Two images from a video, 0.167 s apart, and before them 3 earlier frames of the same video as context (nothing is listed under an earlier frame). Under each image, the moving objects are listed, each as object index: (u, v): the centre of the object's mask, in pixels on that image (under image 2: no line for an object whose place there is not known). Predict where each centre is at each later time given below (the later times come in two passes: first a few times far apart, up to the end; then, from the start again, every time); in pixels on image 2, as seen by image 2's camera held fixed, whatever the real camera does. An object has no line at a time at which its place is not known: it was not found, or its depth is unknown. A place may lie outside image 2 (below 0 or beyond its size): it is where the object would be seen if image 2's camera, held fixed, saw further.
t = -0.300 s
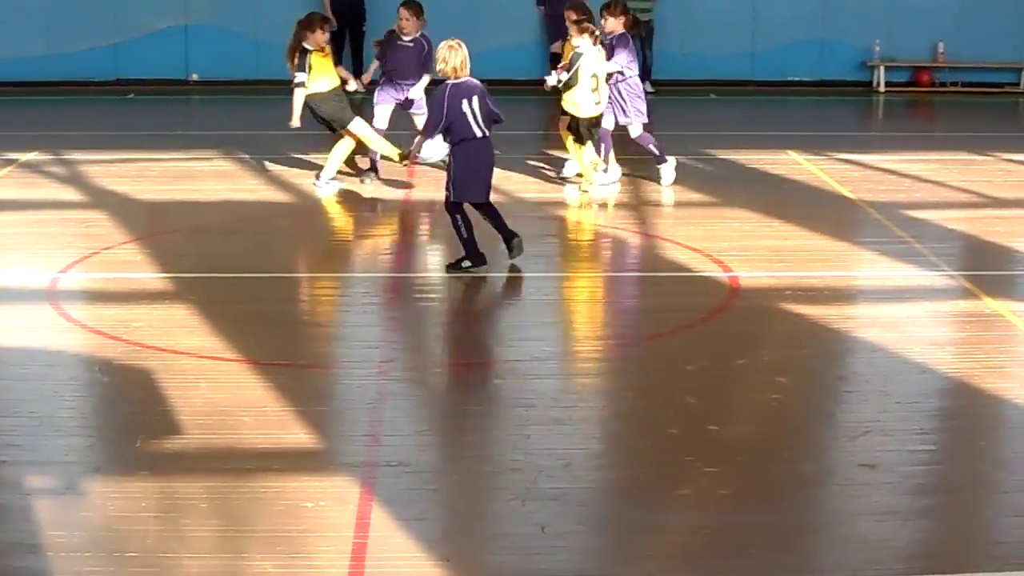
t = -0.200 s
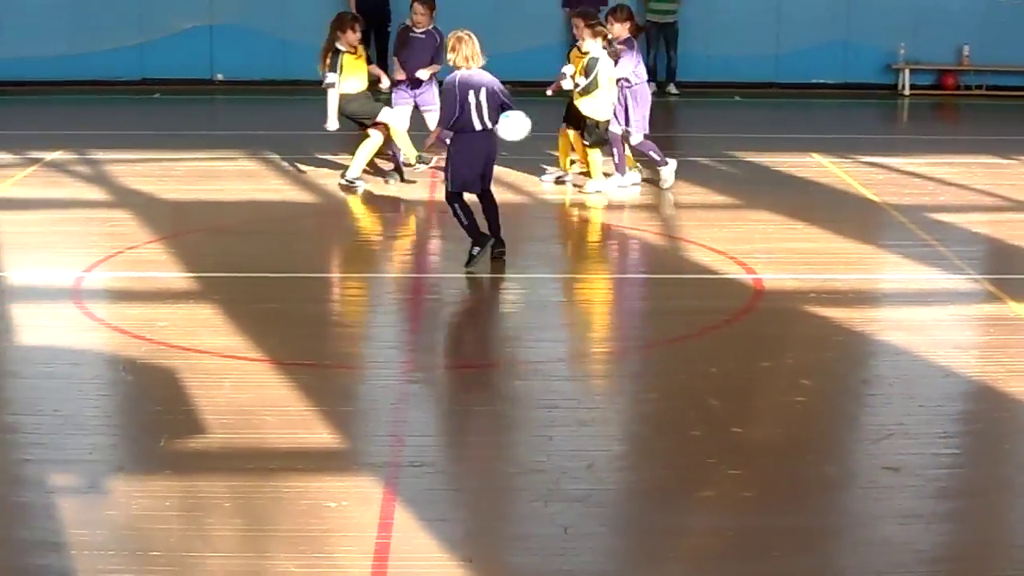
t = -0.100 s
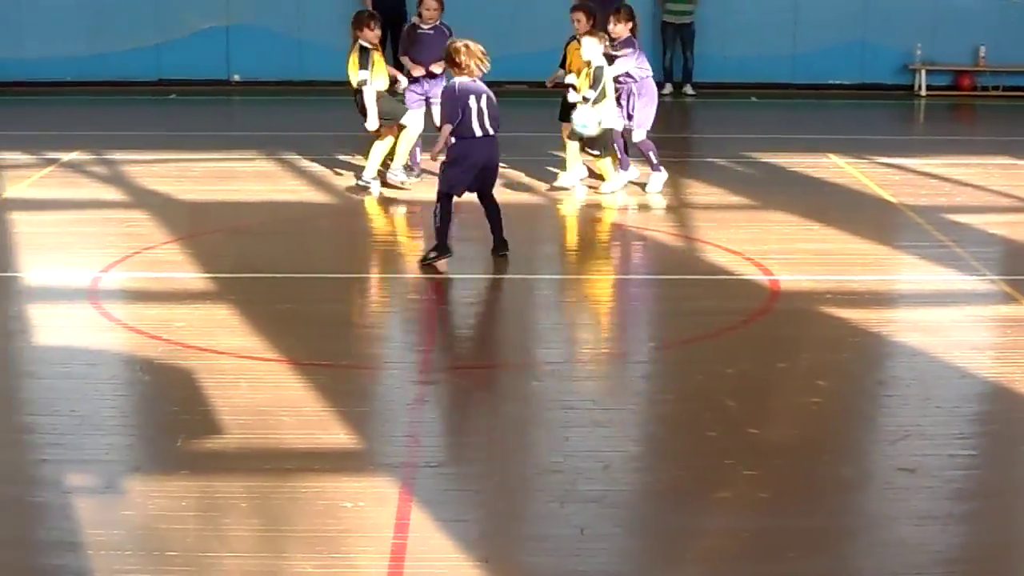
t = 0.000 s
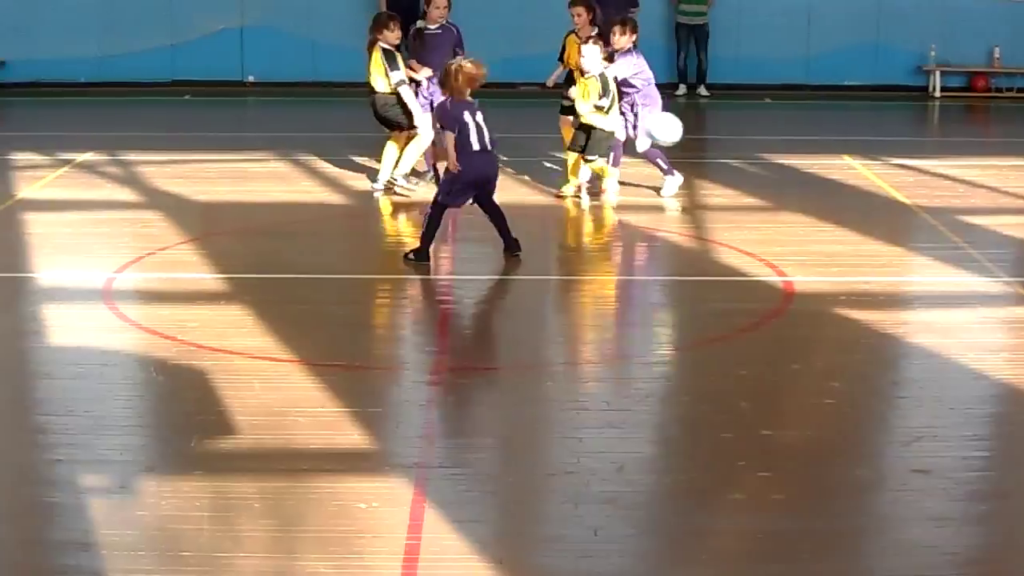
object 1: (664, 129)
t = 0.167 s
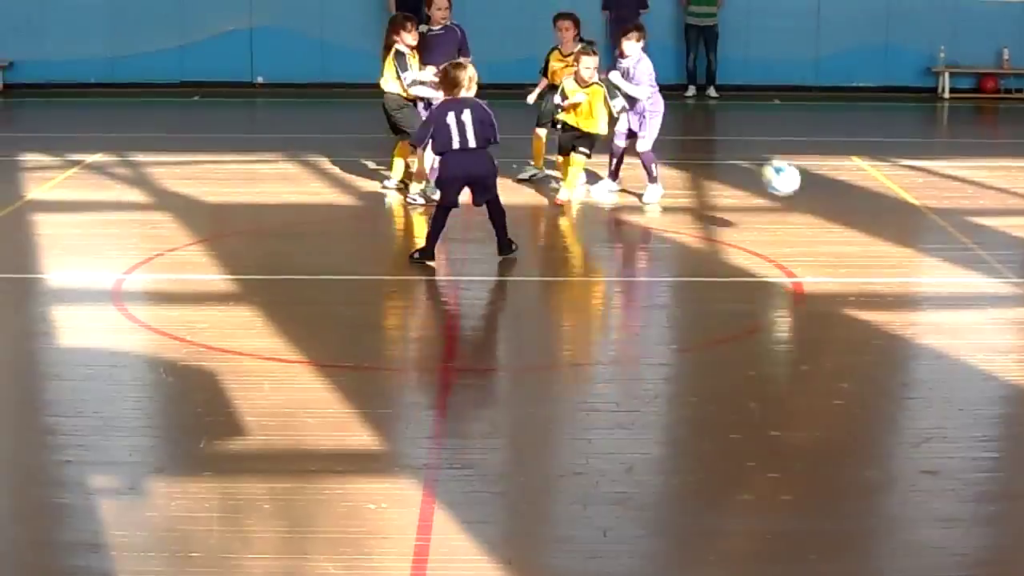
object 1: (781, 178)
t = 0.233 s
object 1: (826, 208)
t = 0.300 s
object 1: (865, 243)
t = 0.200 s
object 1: (803, 192)
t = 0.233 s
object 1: (826, 208)
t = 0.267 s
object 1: (846, 226)
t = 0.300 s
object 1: (865, 243)
